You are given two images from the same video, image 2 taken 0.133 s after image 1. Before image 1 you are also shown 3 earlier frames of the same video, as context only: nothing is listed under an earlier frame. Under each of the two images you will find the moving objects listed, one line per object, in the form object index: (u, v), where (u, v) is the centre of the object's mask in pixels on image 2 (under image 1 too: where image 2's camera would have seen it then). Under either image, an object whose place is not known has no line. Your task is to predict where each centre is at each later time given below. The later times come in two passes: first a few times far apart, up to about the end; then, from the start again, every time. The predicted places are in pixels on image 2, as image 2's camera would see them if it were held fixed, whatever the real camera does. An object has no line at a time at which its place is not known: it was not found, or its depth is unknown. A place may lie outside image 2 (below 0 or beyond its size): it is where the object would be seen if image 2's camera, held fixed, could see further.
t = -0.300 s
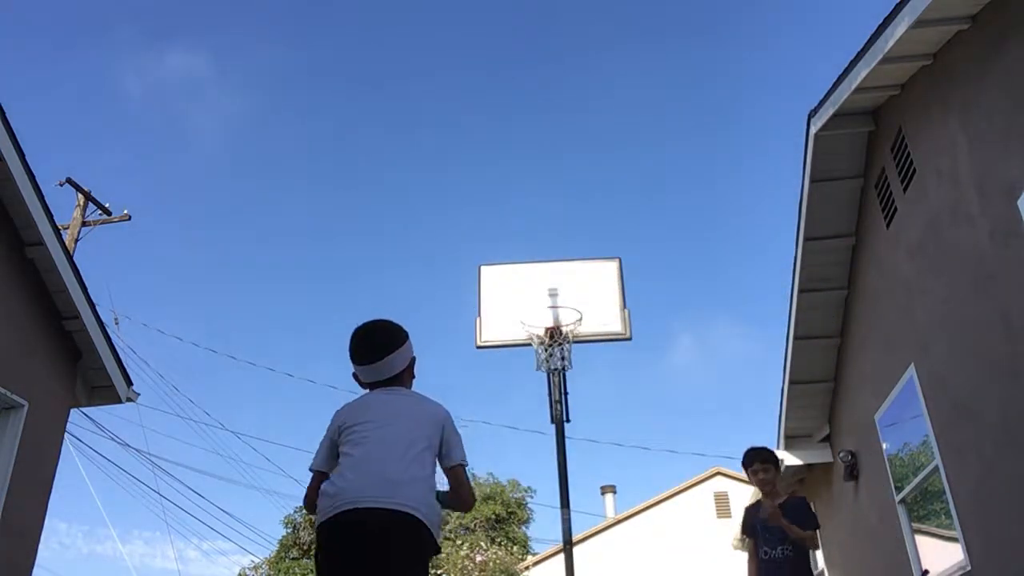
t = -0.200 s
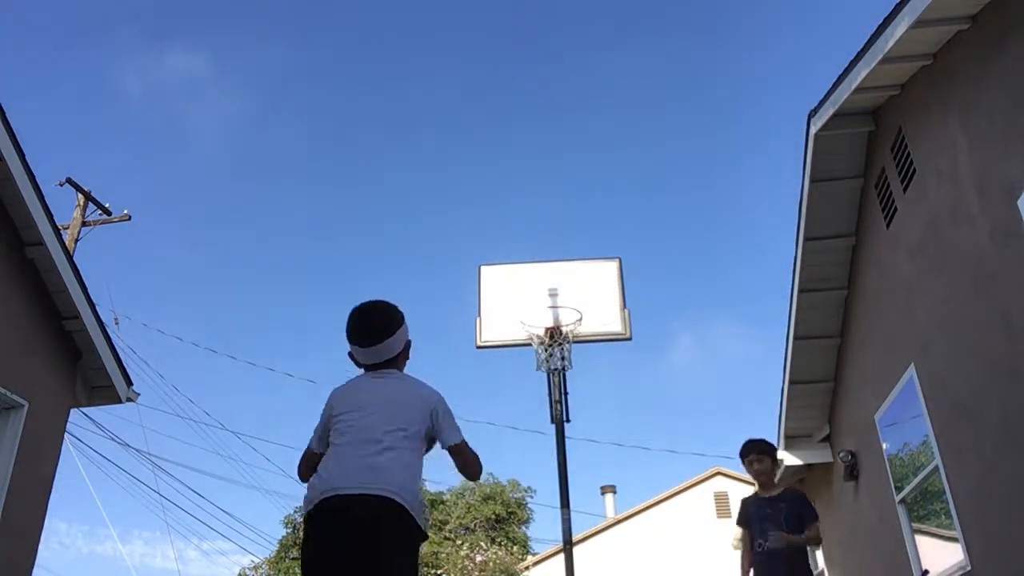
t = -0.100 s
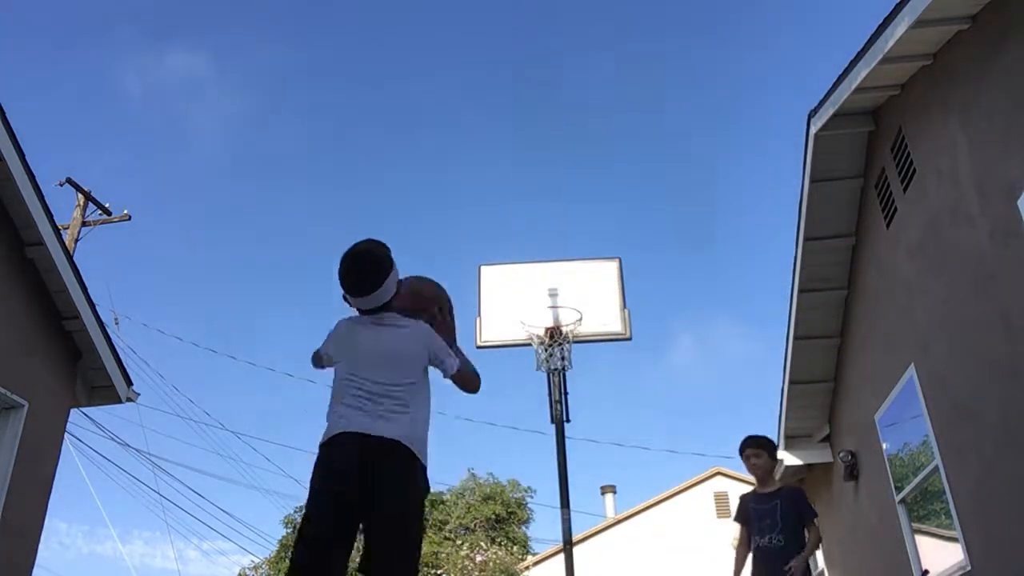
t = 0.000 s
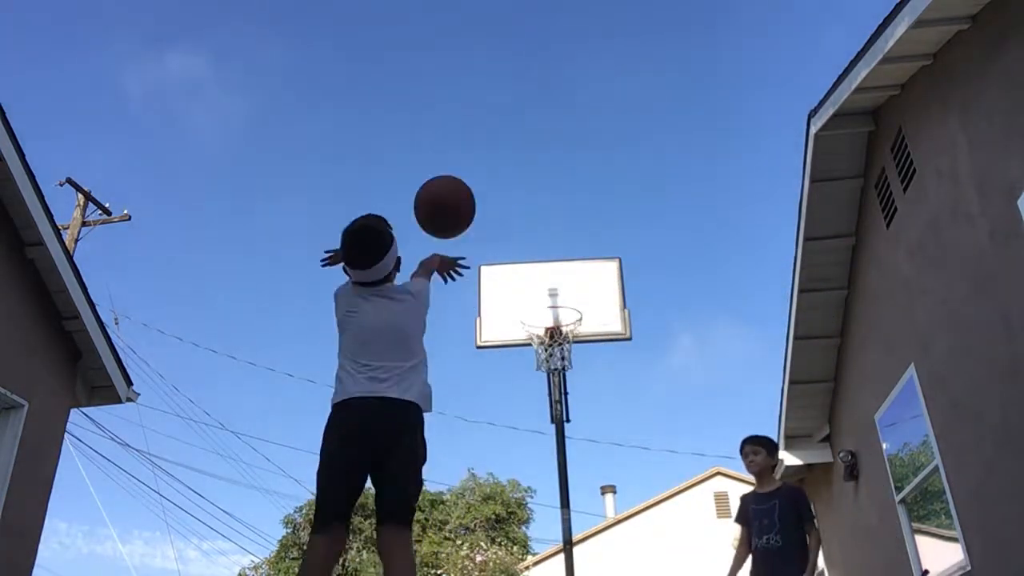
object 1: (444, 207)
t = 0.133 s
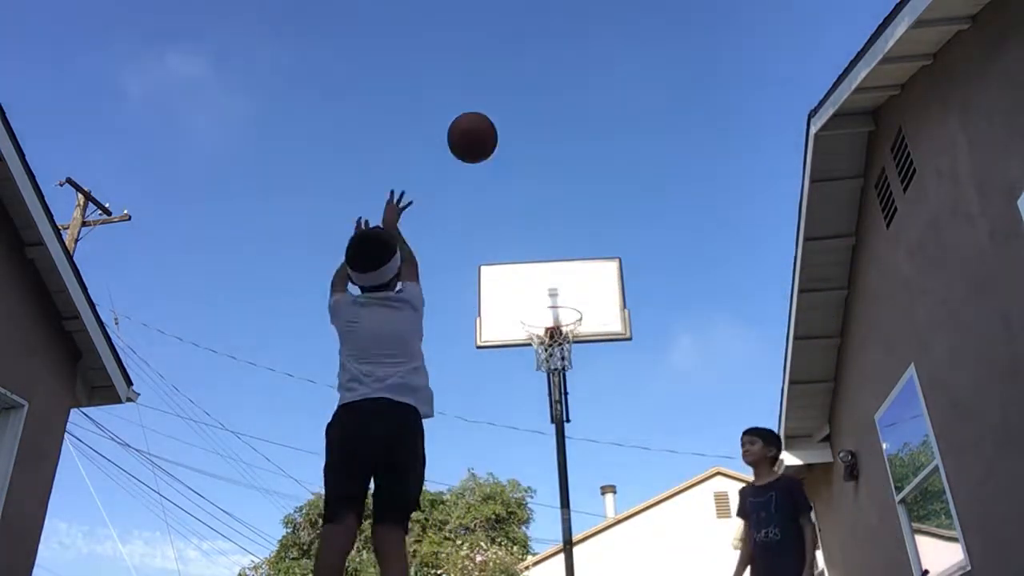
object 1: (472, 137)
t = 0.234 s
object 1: (487, 118)
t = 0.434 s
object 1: (510, 124)
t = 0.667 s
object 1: (532, 182)
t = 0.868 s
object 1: (550, 266)
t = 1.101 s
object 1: (562, 349)
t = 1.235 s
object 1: (547, 346)
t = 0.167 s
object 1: (477, 128)
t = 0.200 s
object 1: (482, 122)
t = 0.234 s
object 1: (487, 118)
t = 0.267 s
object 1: (491, 115)
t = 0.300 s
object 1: (496, 114)
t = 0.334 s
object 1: (500, 114)
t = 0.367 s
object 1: (503, 116)
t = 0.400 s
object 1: (507, 119)
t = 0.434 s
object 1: (510, 124)
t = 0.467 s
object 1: (514, 129)
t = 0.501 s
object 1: (517, 135)
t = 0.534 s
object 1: (520, 143)
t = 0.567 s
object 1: (523, 151)
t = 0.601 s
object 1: (527, 160)
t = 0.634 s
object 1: (529, 170)
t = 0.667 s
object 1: (532, 182)
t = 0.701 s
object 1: (535, 193)
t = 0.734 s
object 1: (538, 206)
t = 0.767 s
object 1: (541, 220)
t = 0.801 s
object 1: (544, 234)
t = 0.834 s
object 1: (547, 249)
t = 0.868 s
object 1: (550, 266)
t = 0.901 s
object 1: (553, 284)
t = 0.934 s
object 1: (556, 301)
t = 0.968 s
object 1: (558, 321)
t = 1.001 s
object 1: (560, 338)
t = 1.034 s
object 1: (560, 339)
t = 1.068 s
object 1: (560, 346)
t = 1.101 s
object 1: (562, 349)
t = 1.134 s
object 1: (558, 345)
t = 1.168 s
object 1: (556, 345)
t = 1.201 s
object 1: (553, 345)
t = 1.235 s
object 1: (547, 346)
